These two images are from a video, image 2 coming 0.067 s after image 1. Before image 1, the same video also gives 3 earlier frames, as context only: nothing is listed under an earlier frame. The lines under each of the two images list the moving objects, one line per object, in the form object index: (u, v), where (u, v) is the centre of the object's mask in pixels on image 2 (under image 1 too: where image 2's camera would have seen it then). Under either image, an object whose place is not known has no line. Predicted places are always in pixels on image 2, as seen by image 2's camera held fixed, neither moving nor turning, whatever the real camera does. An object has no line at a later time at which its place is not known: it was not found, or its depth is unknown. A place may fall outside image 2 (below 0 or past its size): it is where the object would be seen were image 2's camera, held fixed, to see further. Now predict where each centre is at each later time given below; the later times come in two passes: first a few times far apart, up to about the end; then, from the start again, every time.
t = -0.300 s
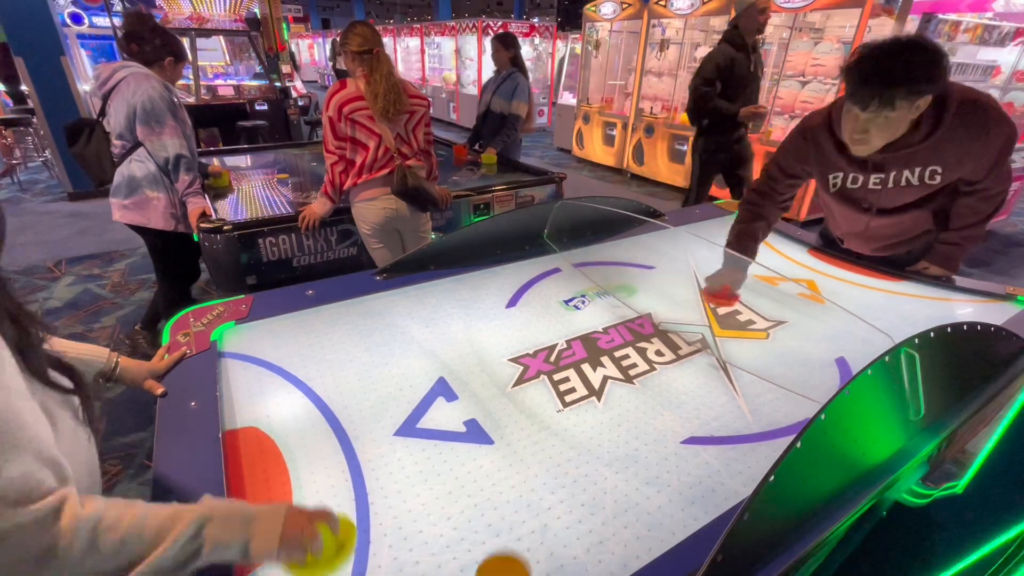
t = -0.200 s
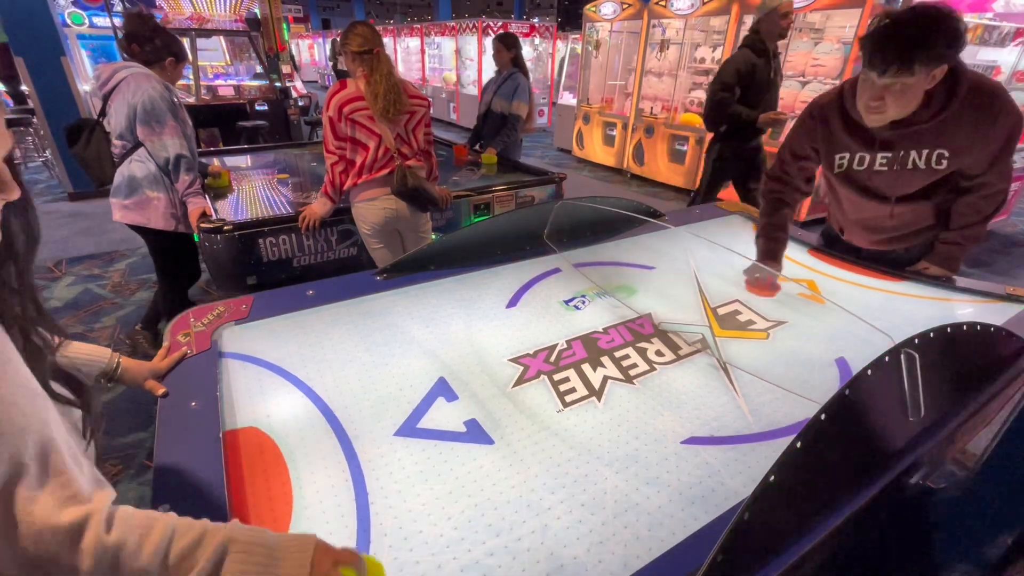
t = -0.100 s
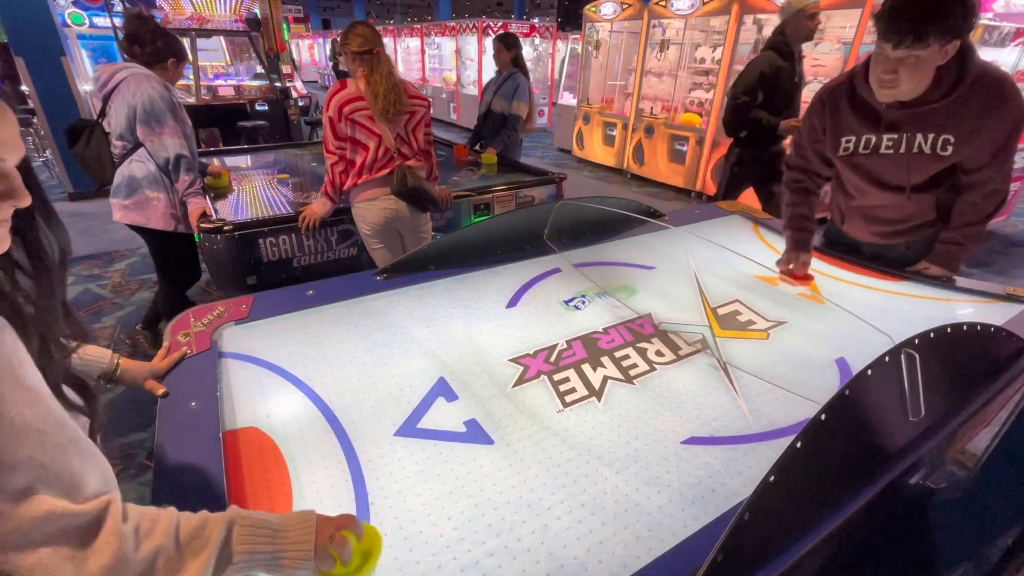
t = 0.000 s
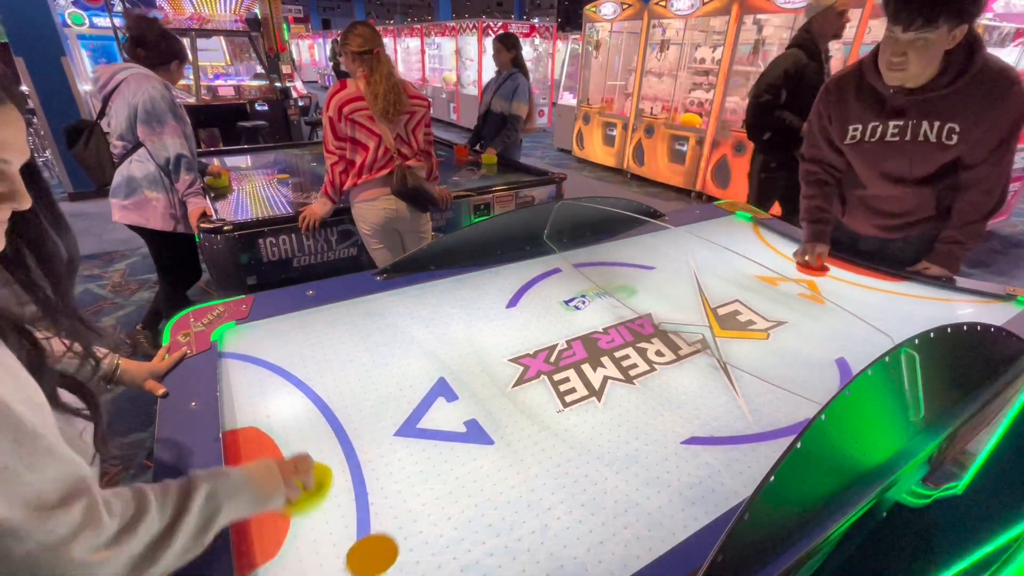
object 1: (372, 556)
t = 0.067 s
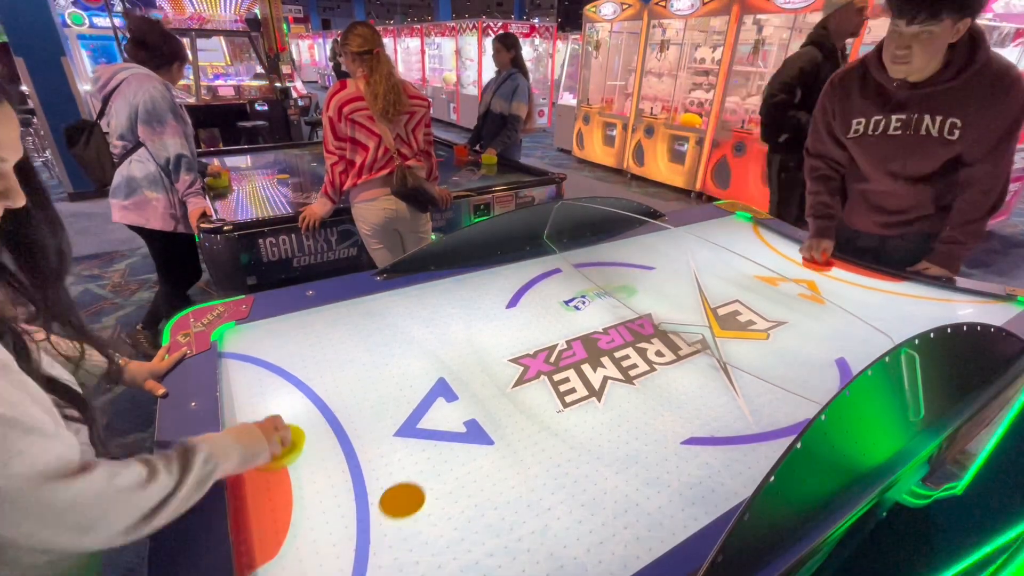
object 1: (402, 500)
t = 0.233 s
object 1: (450, 402)
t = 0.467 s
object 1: (487, 317)
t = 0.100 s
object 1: (414, 477)
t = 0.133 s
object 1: (425, 456)
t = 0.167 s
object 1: (434, 436)
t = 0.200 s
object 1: (442, 418)
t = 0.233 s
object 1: (450, 402)
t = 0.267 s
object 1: (456, 387)
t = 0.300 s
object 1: (462, 373)
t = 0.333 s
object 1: (468, 360)
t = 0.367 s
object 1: (473, 348)
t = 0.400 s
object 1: (478, 337)
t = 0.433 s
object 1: (483, 326)
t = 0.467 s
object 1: (487, 317)
